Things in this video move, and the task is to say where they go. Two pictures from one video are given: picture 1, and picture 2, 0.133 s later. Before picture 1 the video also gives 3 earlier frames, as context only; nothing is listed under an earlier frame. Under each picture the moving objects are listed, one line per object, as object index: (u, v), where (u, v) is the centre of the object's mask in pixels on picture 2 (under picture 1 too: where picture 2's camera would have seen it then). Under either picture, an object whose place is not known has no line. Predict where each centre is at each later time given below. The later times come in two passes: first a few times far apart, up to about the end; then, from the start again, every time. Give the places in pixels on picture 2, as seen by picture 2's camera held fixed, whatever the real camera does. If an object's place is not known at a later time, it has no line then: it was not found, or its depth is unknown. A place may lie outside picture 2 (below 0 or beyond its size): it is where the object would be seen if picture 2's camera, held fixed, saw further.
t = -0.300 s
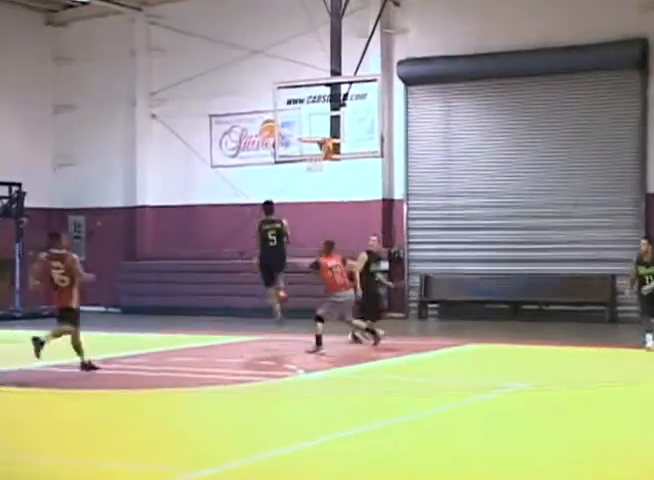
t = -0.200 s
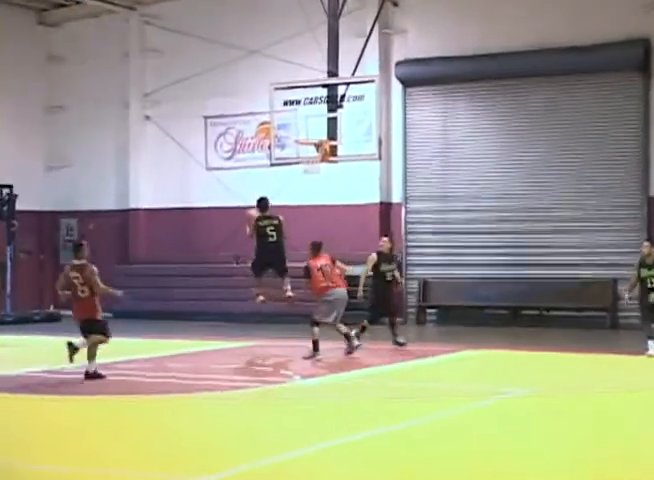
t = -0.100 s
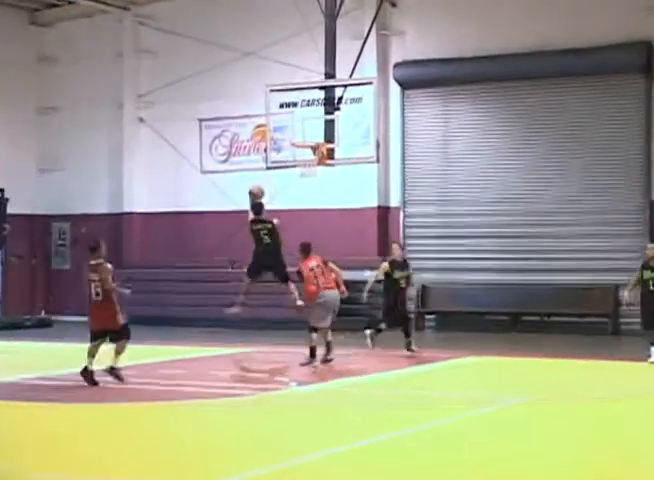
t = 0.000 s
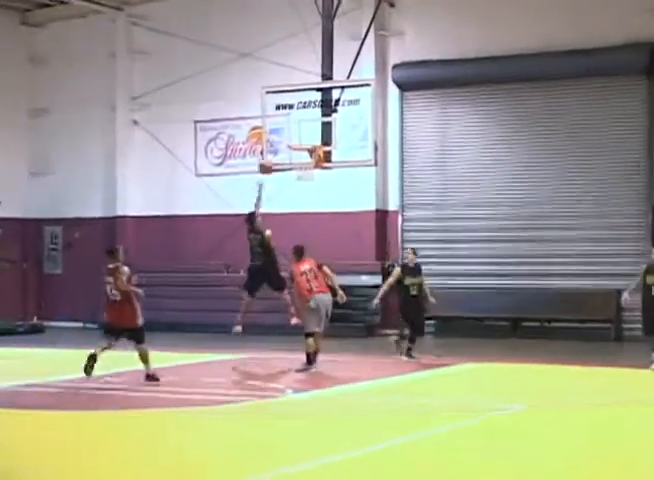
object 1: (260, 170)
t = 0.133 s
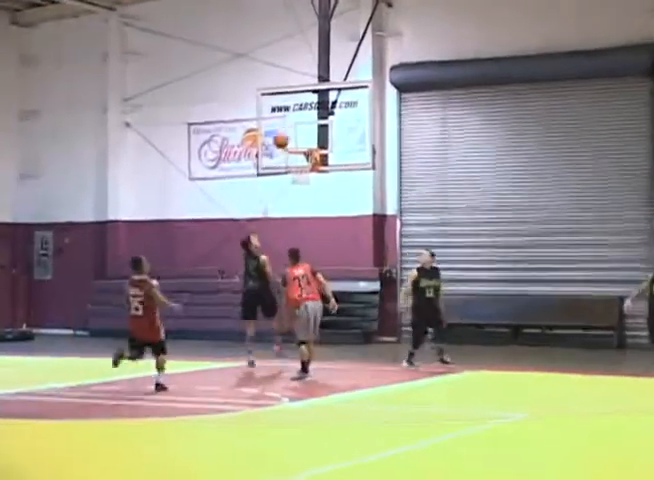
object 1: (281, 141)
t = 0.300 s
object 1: (301, 122)
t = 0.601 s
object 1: (311, 140)
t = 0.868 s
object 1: (291, 136)
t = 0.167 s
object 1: (285, 135)
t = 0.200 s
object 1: (290, 130)
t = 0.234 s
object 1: (295, 126)
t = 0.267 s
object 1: (299, 124)
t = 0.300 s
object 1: (301, 122)
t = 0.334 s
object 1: (302, 121)
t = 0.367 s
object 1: (303, 121)
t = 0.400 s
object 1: (304, 122)
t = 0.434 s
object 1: (305, 123)
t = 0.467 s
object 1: (307, 125)
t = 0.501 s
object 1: (308, 127)
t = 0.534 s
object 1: (309, 131)
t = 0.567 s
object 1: (310, 136)
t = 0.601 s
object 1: (311, 140)
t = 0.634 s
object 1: (309, 138)
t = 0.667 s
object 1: (306, 135)
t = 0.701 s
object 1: (303, 134)
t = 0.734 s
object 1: (301, 133)
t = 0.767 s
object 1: (299, 132)
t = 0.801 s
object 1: (296, 133)
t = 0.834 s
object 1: (293, 135)
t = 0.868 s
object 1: (291, 136)
